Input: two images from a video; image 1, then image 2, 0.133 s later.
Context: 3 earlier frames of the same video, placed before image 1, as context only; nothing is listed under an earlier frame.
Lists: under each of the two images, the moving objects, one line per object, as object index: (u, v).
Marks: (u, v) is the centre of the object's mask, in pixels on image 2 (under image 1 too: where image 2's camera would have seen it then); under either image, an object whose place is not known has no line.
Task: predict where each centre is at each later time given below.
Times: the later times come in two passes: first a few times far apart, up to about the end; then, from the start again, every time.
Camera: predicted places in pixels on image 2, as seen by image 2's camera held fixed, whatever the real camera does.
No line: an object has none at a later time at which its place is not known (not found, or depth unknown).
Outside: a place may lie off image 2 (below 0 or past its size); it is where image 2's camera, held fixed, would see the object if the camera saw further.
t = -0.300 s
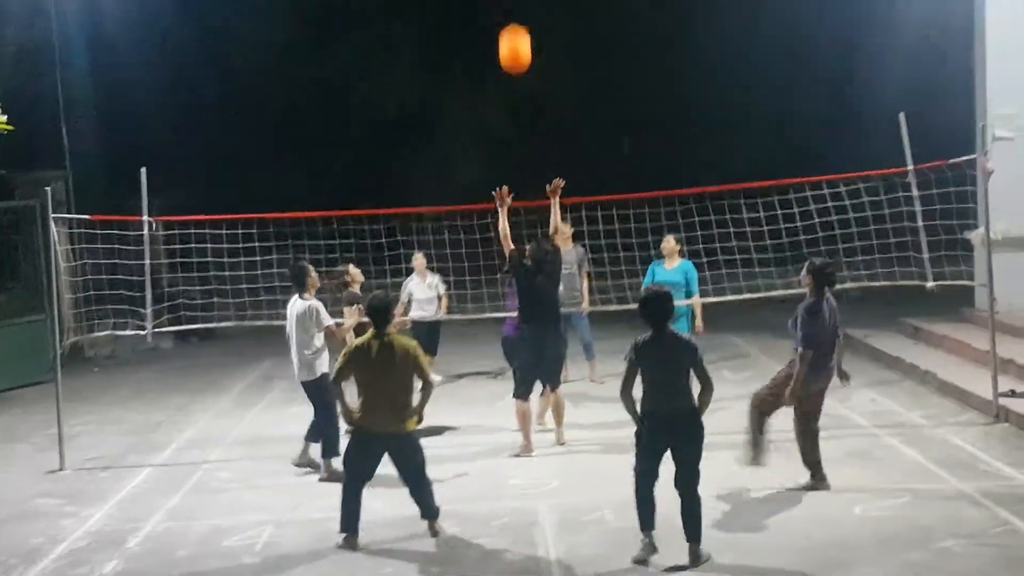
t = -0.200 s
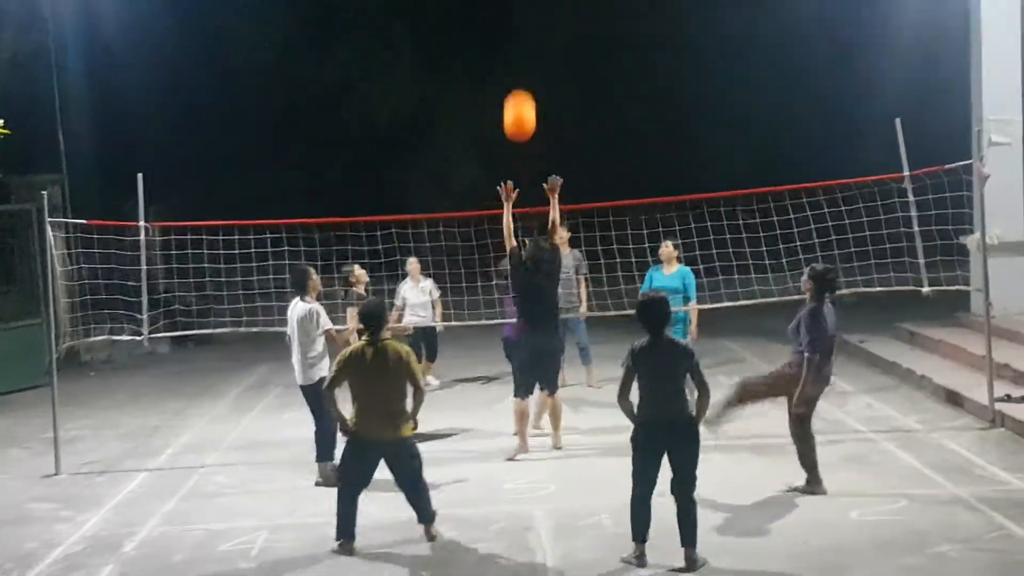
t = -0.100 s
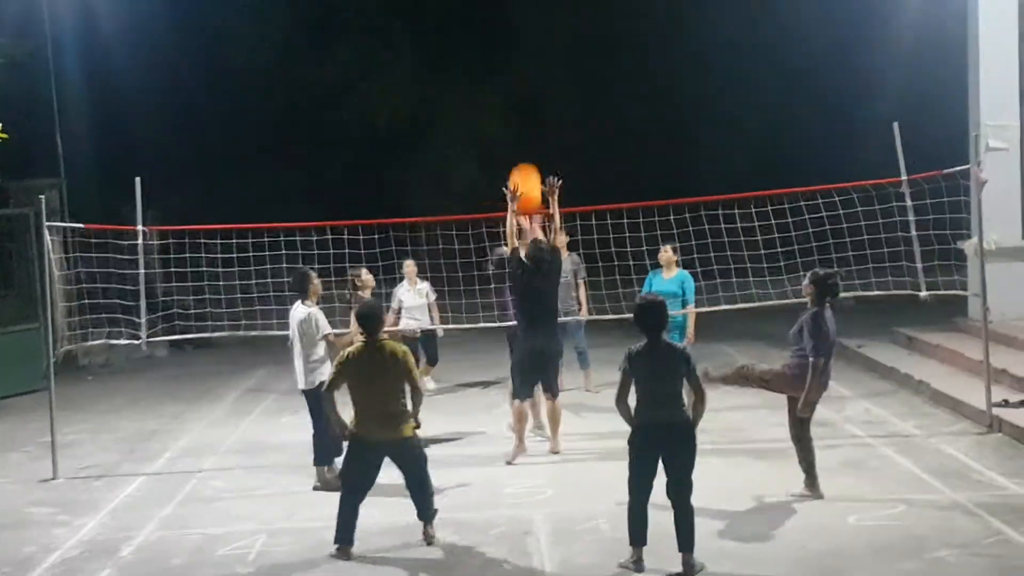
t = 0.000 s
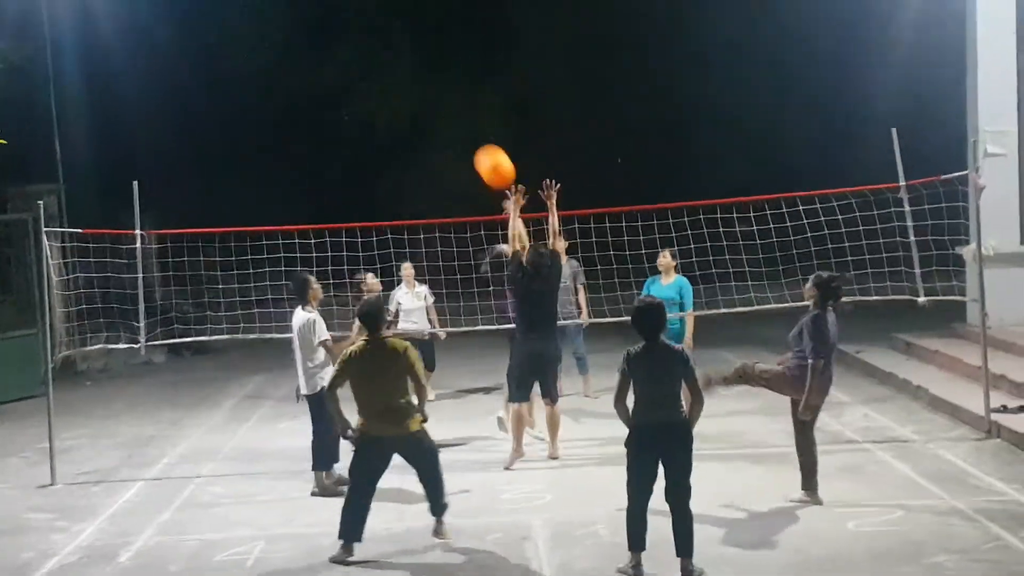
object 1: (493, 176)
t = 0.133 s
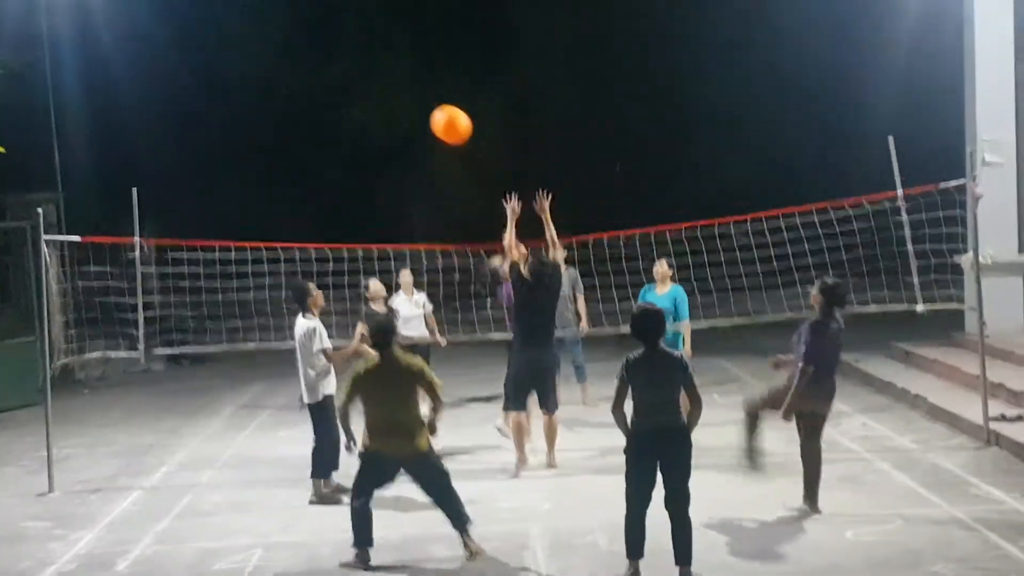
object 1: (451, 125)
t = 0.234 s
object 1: (419, 98)
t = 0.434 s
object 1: (358, 84)
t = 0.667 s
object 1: (288, 146)
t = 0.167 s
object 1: (440, 114)
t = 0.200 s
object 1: (430, 105)
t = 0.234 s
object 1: (419, 98)
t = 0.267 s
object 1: (408, 92)
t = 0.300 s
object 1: (399, 87)
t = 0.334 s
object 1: (388, 84)
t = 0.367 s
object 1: (379, 84)
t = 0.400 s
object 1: (368, 83)
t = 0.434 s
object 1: (358, 84)
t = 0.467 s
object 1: (348, 87)
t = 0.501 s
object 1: (337, 93)
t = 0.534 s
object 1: (327, 100)
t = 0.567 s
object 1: (317, 108)
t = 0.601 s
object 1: (307, 119)
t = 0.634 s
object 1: (298, 132)
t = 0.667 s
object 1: (288, 146)
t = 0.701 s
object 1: (279, 162)
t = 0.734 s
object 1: (270, 180)
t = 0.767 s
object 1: (261, 199)
